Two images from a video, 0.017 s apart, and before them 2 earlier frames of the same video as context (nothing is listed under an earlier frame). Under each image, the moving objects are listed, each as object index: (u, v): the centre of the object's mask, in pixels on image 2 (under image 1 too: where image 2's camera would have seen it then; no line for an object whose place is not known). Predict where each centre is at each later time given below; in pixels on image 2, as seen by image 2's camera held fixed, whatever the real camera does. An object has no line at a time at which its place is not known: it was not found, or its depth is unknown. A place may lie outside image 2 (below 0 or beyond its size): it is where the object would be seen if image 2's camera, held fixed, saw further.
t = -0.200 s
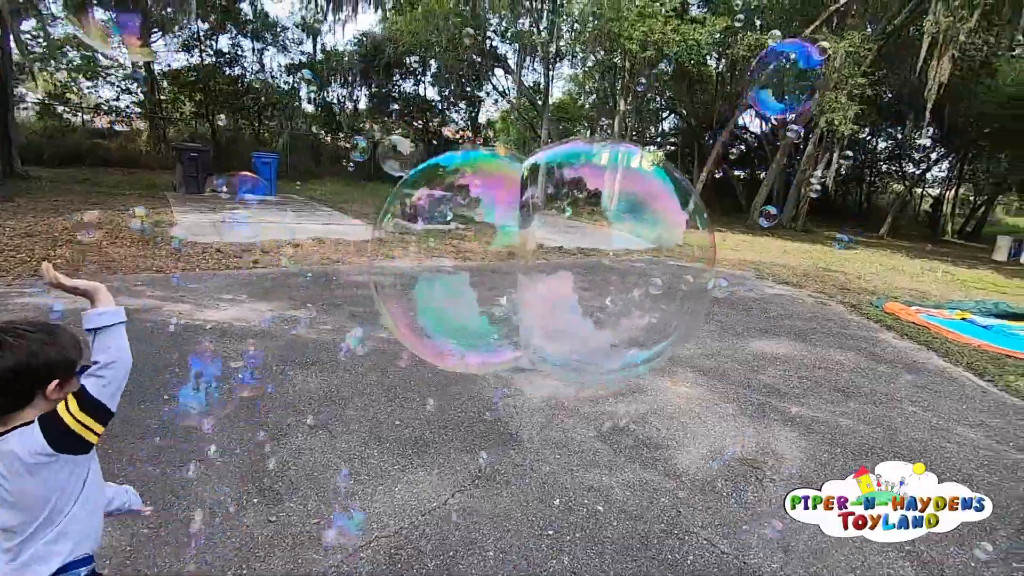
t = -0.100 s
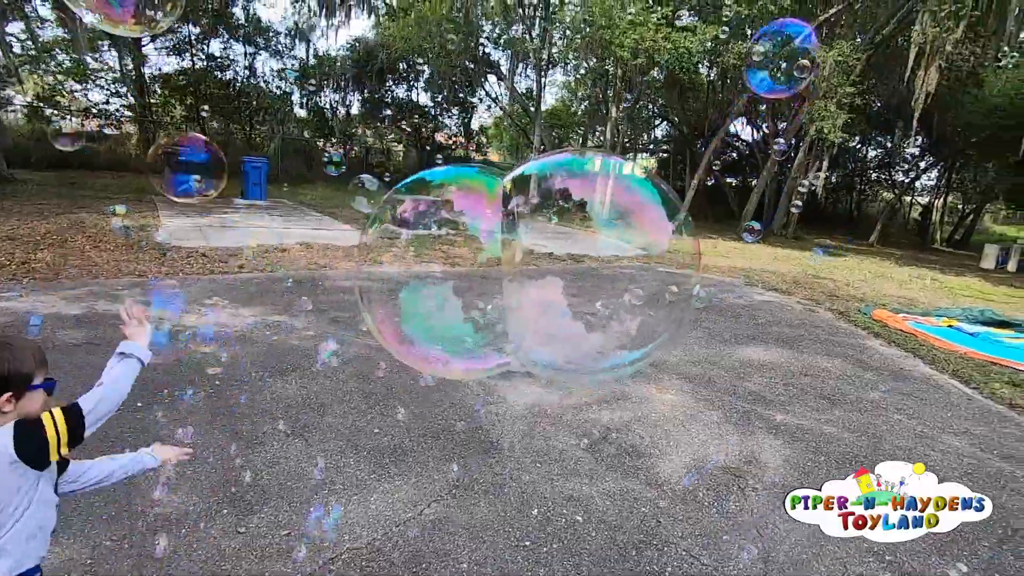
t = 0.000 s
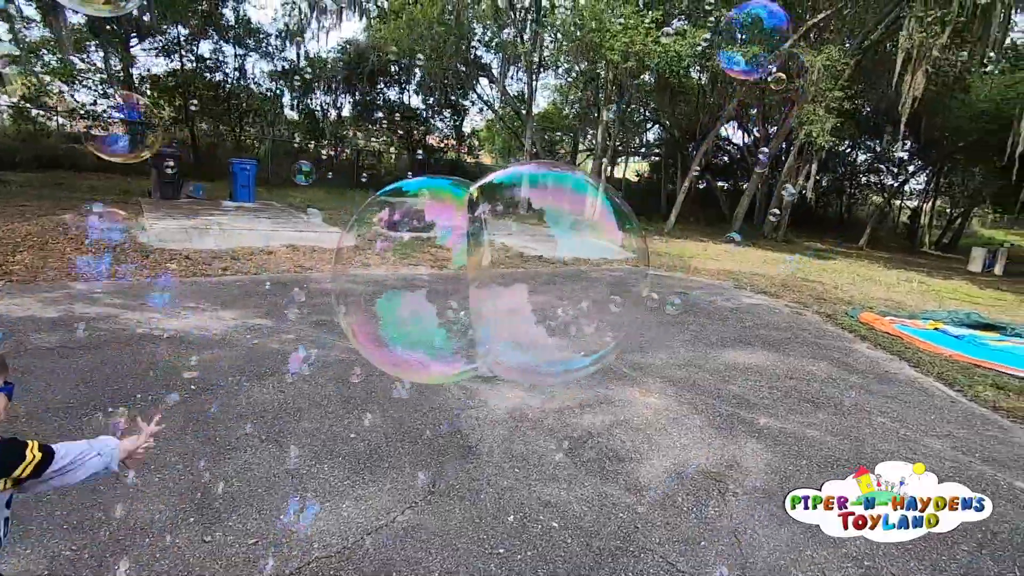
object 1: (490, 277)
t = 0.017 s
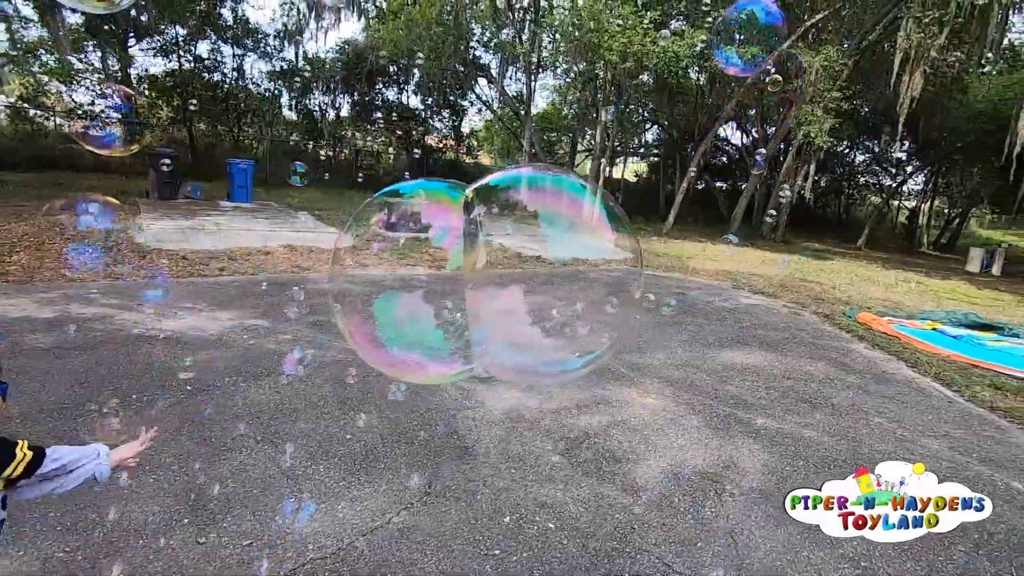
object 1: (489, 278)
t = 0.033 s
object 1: (488, 280)
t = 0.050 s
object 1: (487, 282)
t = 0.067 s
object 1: (487, 283)
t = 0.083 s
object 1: (488, 285)
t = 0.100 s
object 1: (490, 287)
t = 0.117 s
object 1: (492, 288)
